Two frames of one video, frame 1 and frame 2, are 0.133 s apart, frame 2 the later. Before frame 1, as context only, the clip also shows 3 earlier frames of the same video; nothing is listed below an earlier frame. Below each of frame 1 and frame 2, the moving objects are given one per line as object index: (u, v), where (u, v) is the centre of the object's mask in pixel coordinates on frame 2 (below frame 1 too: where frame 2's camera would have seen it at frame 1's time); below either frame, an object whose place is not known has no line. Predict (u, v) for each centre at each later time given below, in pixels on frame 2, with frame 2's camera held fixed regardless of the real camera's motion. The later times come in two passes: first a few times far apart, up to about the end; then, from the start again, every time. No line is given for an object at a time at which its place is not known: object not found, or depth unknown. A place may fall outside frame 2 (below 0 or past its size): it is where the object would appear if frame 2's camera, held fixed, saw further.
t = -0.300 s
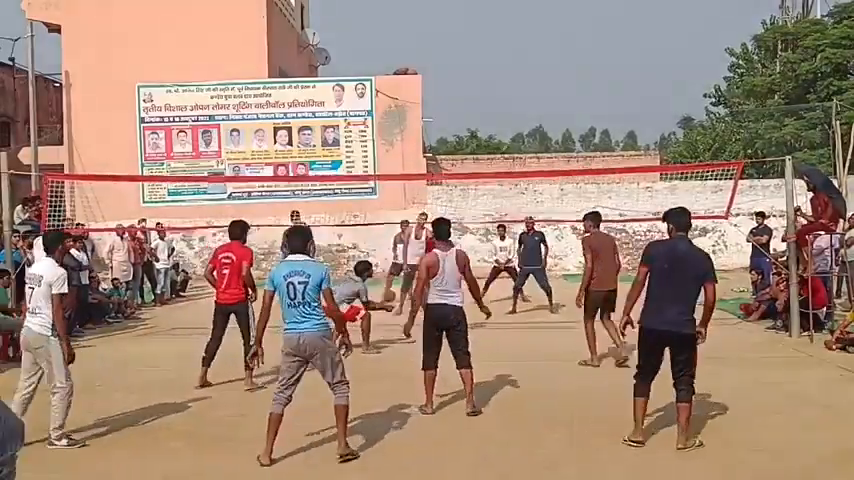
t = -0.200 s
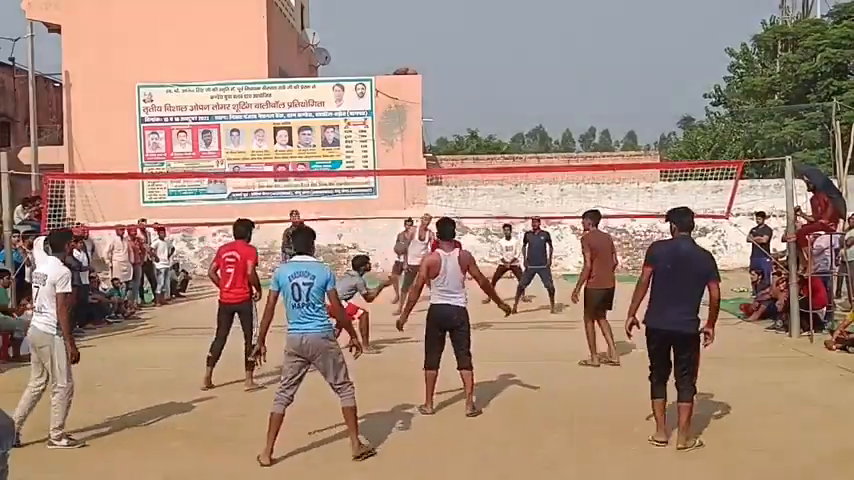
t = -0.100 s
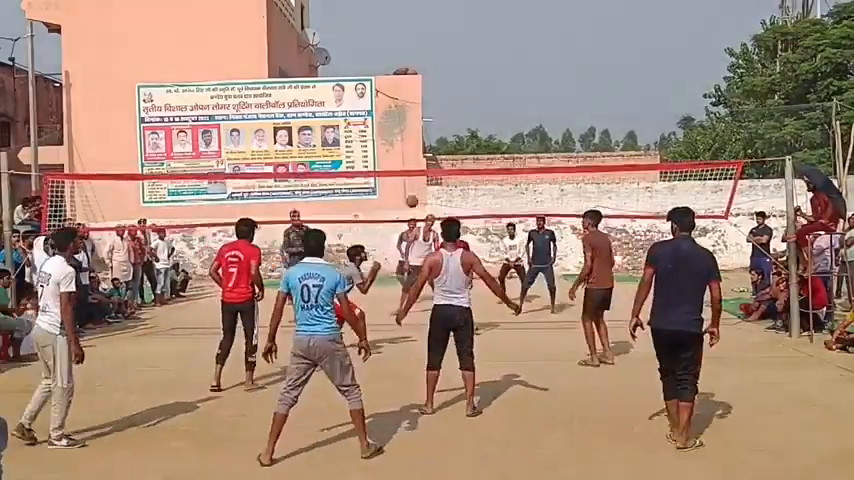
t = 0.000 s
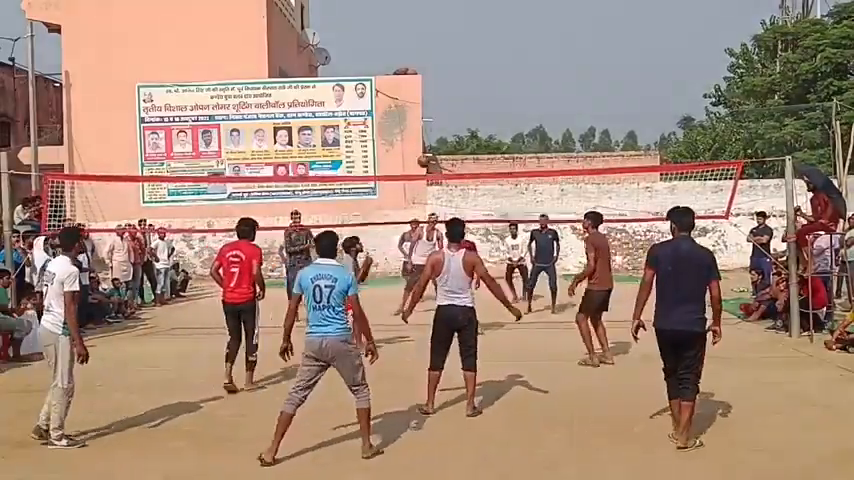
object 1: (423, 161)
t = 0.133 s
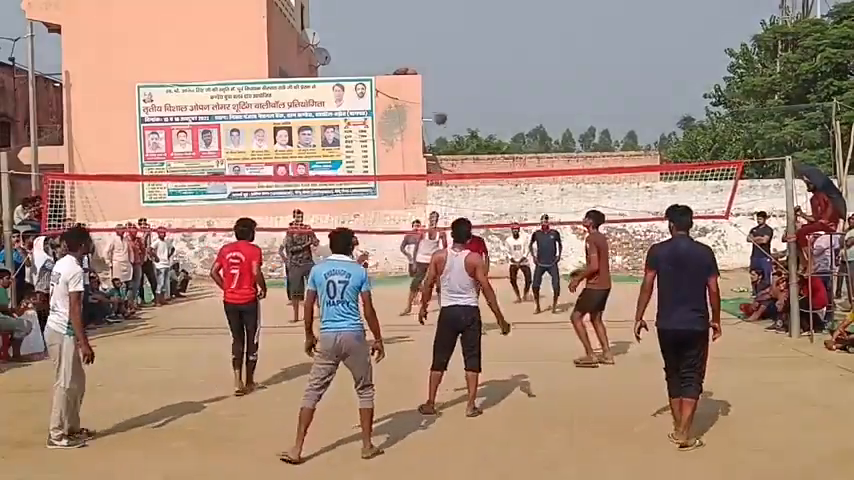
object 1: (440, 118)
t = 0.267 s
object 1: (457, 87)
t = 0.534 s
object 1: (493, 67)
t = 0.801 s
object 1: (532, 103)
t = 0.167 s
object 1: (445, 109)
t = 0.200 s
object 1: (449, 101)
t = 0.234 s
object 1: (453, 93)
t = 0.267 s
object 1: (457, 87)
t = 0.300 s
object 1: (462, 82)
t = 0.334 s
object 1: (466, 77)
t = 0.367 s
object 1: (470, 74)
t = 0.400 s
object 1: (475, 70)
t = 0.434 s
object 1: (480, 68)
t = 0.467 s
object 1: (484, 67)
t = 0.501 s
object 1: (489, 66)
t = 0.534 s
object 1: (493, 67)
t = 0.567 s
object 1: (498, 68)
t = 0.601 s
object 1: (503, 70)
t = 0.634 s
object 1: (508, 73)
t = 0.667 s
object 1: (512, 77)
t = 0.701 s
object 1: (517, 82)
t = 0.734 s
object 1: (522, 88)
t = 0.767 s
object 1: (527, 95)
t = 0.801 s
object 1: (532, 103)
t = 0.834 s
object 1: (537, 111)
